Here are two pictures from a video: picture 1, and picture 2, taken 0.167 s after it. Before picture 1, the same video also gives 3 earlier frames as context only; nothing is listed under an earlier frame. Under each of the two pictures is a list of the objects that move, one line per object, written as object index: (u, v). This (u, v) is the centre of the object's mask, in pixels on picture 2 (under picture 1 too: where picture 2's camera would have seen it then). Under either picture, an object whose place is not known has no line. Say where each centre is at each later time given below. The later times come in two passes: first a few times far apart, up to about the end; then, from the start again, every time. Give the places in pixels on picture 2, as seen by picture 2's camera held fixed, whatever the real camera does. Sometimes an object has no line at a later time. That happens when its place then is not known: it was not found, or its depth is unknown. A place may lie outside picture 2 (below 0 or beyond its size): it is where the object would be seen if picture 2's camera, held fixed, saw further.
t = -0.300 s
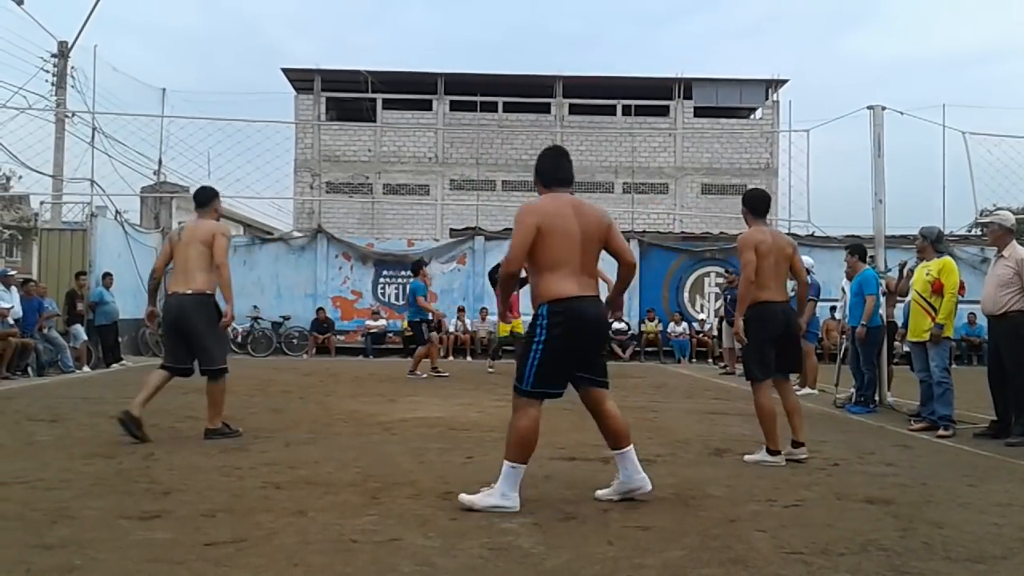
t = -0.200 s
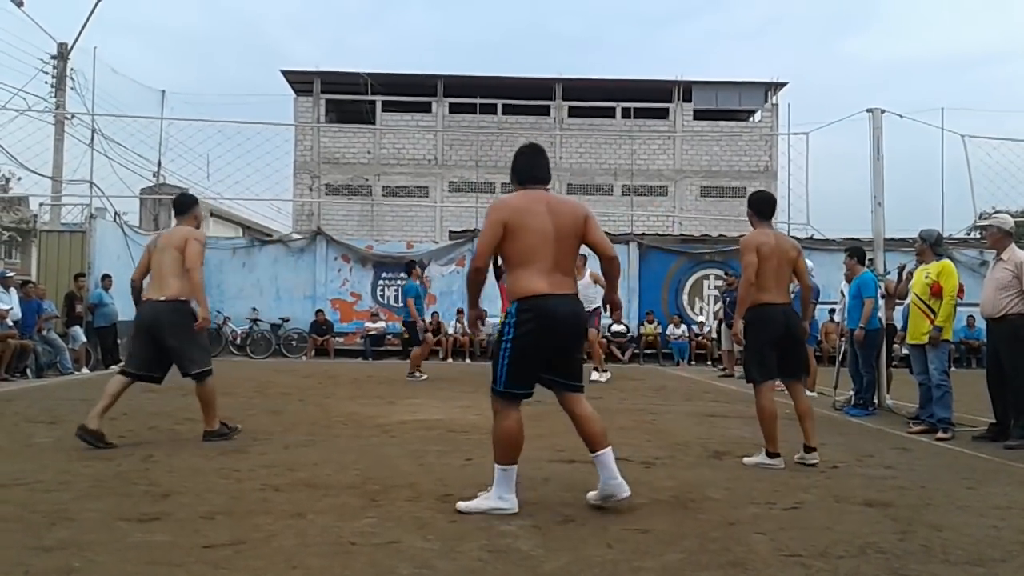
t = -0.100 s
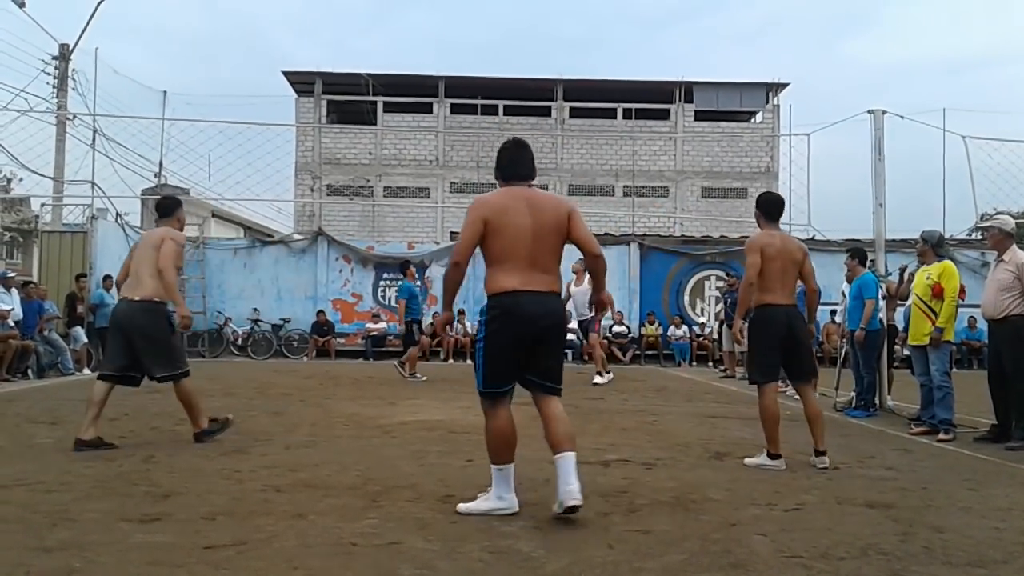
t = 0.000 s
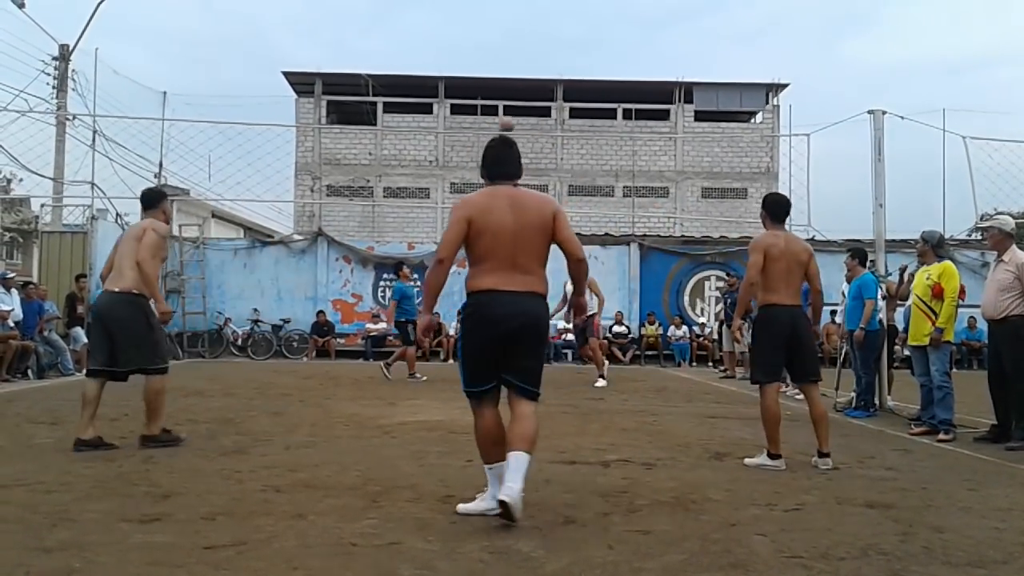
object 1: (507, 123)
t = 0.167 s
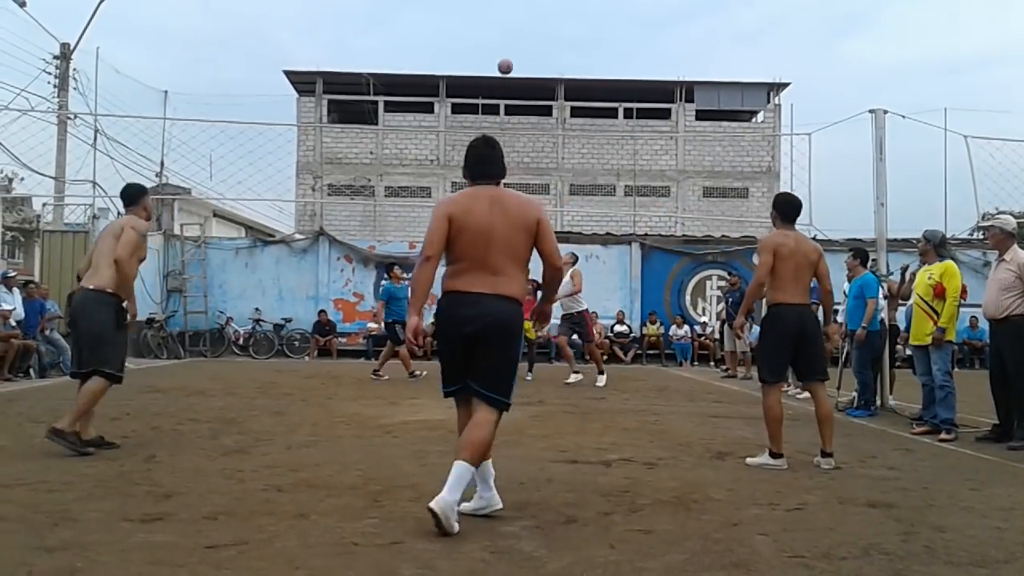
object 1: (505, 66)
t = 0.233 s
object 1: (504, 48)
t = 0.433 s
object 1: (499, 13)
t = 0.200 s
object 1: (505, 57)
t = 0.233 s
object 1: (504, 48)
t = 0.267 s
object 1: (504, 41)
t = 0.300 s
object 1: (502, 34)
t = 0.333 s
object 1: (501, 27)
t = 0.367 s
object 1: (500, 22)
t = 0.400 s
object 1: (499, 17)
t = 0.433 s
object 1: (499, 13)
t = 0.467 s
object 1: (498, 10)
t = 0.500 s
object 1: (496, 7)
